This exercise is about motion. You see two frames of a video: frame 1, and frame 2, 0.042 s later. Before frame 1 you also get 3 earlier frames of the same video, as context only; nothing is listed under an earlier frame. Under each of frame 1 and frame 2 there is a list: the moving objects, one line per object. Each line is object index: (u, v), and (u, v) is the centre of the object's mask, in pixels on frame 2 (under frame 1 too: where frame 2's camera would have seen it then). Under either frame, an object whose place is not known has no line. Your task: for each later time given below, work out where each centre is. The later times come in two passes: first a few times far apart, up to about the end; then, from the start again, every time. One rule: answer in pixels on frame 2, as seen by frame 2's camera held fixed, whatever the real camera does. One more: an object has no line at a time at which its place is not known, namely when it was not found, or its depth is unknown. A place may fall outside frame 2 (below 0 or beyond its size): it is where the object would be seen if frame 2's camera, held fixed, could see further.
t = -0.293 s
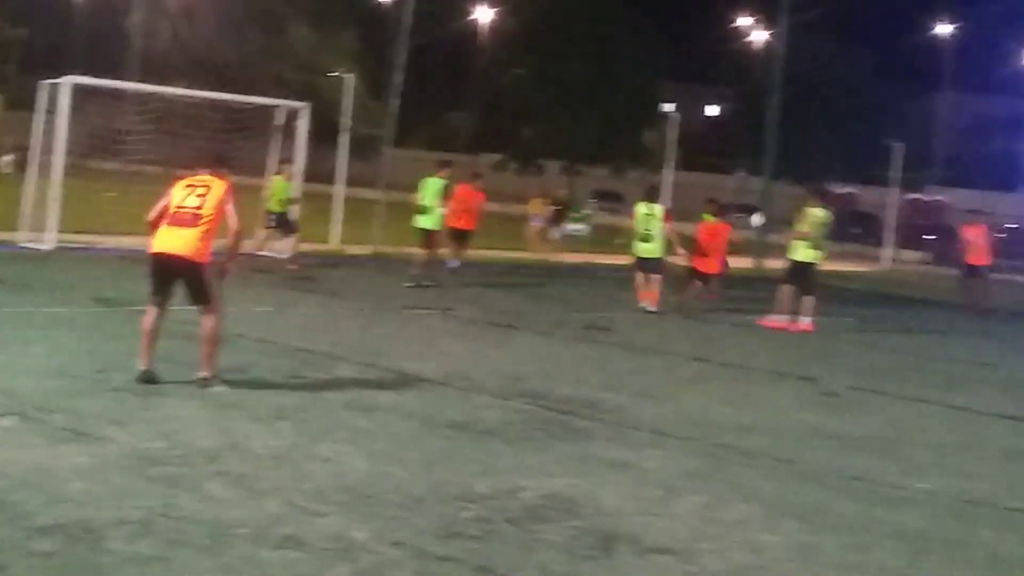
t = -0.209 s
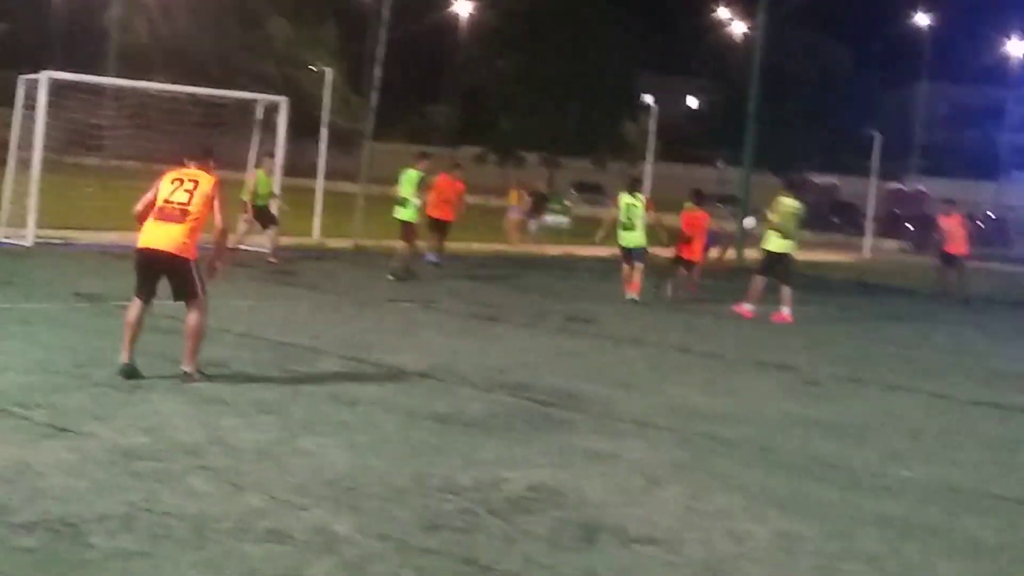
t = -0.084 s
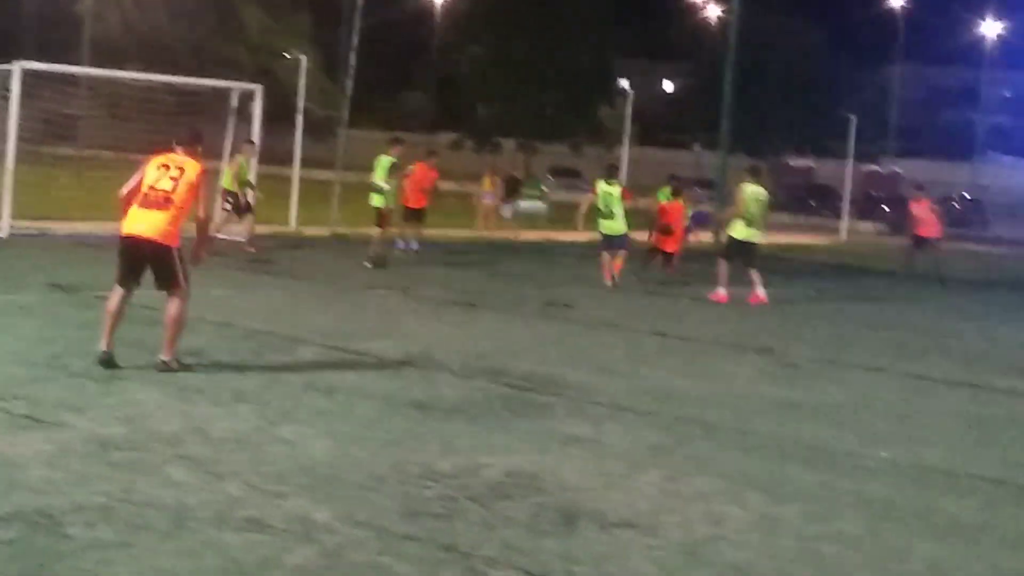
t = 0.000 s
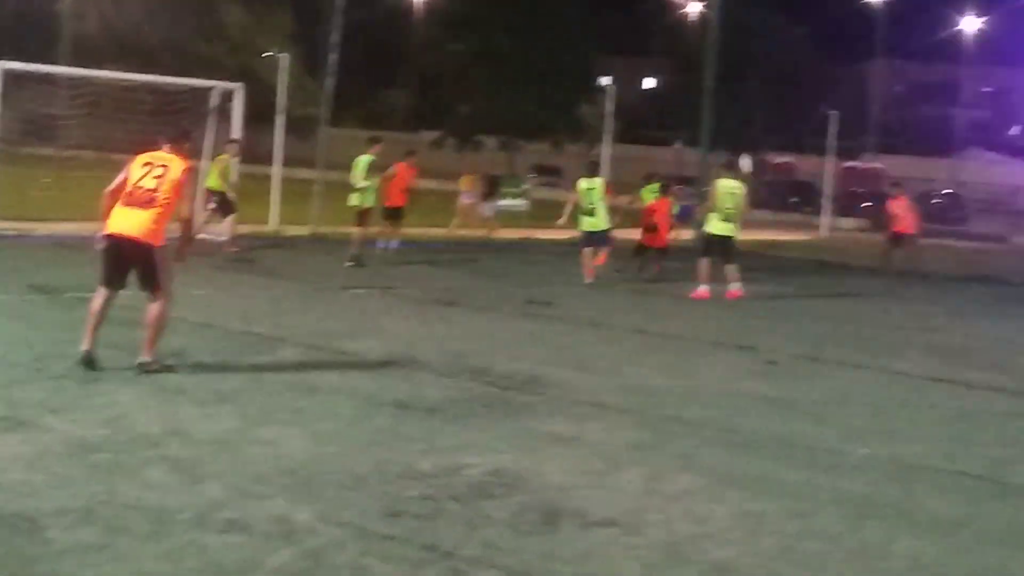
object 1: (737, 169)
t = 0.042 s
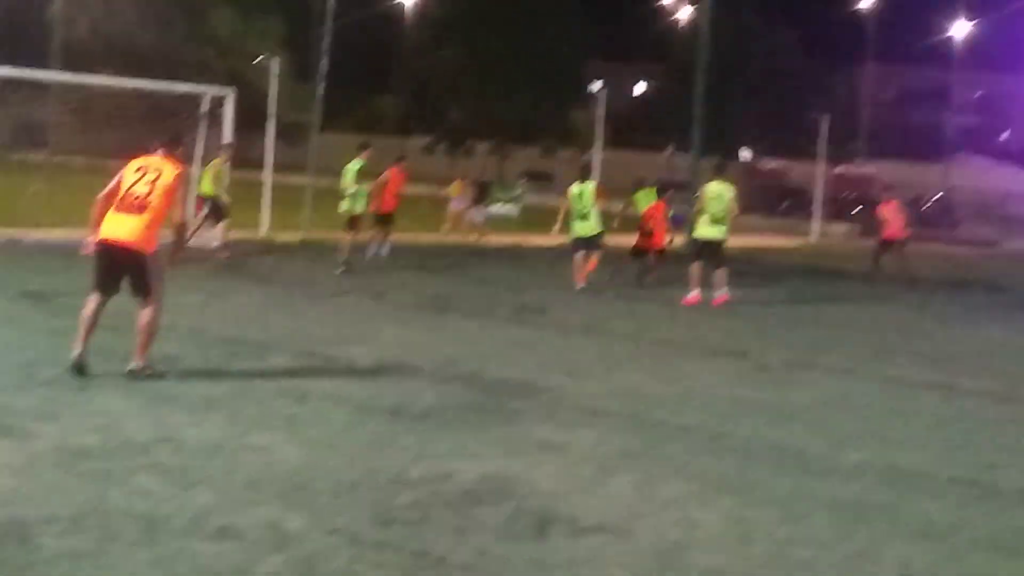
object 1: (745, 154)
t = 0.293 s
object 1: (798, 88)
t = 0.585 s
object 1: (860, 61)
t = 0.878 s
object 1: (924, 106)
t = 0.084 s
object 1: (754, 141)
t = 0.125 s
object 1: (763, 128)
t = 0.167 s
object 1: (770, 117)
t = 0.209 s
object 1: (780, 106)
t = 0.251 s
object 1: (789, 97)
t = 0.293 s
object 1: (798, 88)
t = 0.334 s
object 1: (807, 80)
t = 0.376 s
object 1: (816, 74)
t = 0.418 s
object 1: (824, 69)
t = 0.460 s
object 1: (834, 65)
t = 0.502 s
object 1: (843, 62)
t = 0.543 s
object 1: (851, 61)
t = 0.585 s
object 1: (860, 61)
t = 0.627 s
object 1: (869, 63)
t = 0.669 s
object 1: (878, 66)
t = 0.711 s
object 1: (888, 71)
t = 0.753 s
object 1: (897, 77)
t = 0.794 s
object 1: (906, 85)
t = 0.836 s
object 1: (915, 94)
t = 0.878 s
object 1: (924, 106)
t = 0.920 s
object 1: (934, 119)
